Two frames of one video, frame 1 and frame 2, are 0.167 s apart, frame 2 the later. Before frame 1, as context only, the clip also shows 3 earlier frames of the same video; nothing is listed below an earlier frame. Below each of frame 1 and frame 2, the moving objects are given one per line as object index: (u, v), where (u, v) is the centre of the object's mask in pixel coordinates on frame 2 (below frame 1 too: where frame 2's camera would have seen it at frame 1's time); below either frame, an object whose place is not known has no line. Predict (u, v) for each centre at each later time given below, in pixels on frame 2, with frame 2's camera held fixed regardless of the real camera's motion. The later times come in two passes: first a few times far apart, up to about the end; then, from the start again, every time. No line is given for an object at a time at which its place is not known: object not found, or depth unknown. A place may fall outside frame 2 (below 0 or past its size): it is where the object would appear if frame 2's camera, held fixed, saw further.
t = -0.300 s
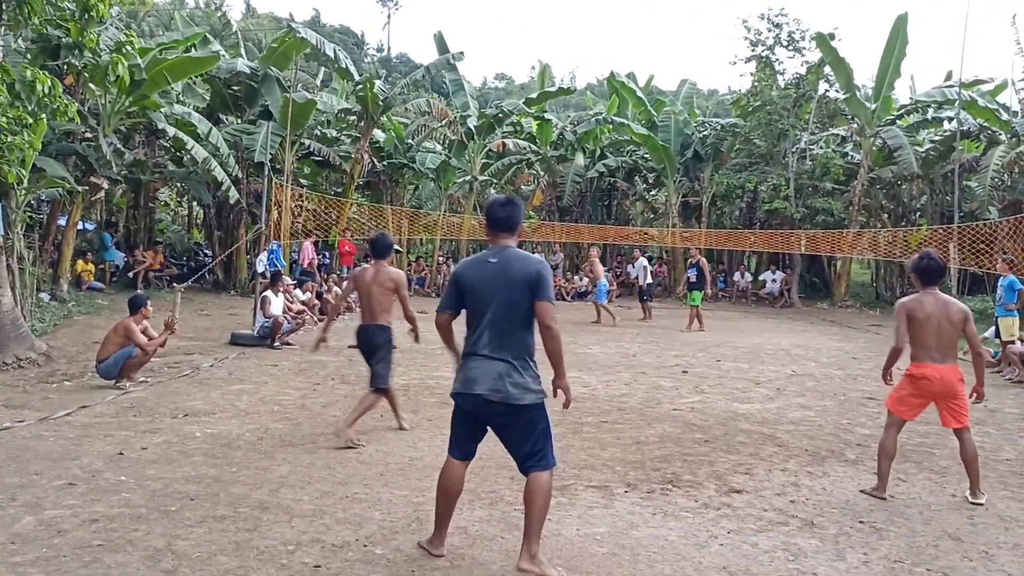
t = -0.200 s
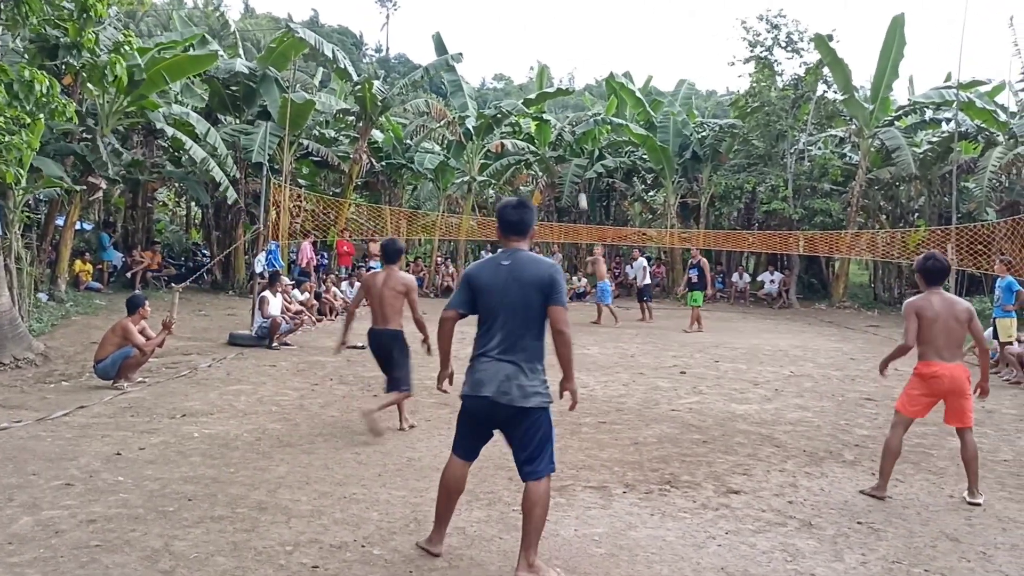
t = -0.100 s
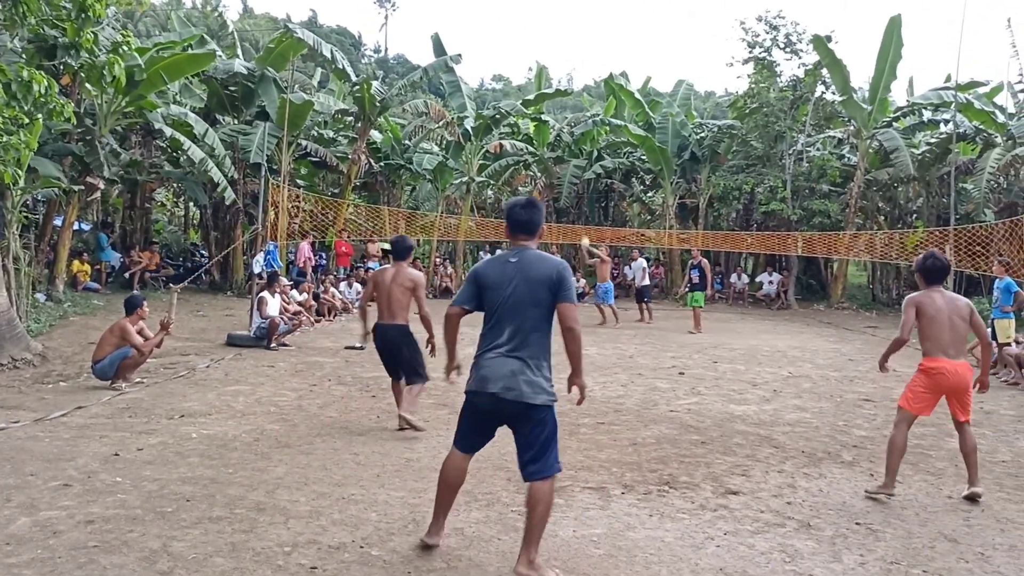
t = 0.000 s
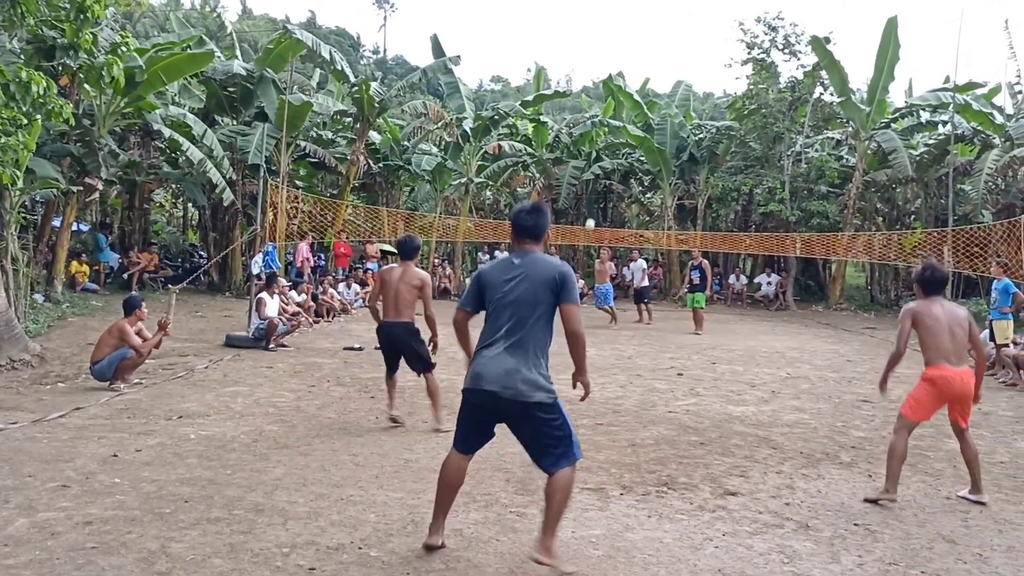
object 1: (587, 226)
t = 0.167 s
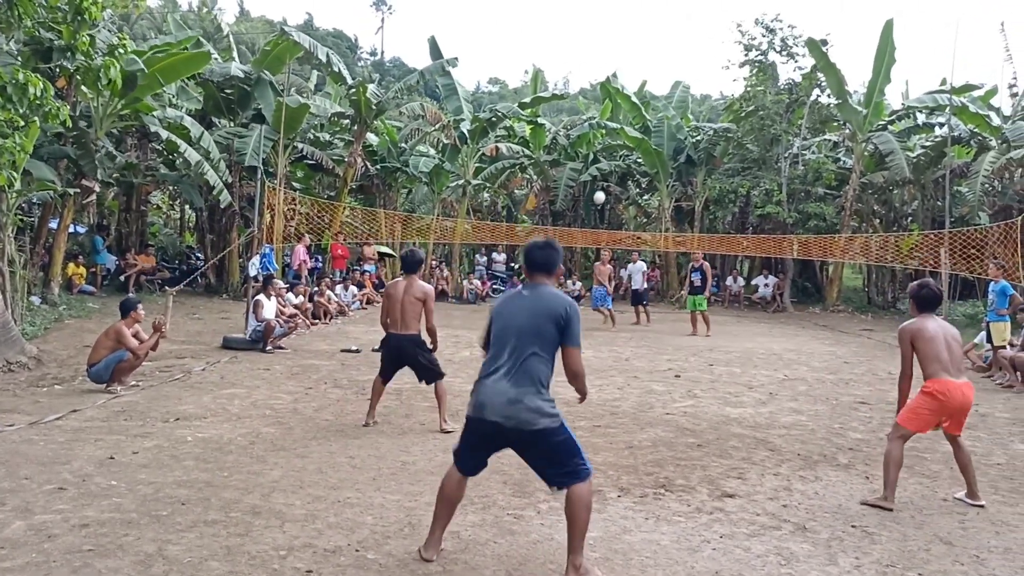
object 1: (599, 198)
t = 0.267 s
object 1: (608, 184)
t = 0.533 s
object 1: (653, 177)
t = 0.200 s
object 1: (602, 193)
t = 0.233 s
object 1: (605, 189)
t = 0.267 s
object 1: (608, 184)
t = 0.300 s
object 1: (613, 181)
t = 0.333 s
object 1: (616, 177)
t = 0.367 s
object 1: (621, 175)
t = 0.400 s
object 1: (626, 173)
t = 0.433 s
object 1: (631, 172)
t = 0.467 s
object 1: (637, 172)
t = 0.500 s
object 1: (644, 174)
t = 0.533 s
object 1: (653, 177)
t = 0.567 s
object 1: (662, 182)
